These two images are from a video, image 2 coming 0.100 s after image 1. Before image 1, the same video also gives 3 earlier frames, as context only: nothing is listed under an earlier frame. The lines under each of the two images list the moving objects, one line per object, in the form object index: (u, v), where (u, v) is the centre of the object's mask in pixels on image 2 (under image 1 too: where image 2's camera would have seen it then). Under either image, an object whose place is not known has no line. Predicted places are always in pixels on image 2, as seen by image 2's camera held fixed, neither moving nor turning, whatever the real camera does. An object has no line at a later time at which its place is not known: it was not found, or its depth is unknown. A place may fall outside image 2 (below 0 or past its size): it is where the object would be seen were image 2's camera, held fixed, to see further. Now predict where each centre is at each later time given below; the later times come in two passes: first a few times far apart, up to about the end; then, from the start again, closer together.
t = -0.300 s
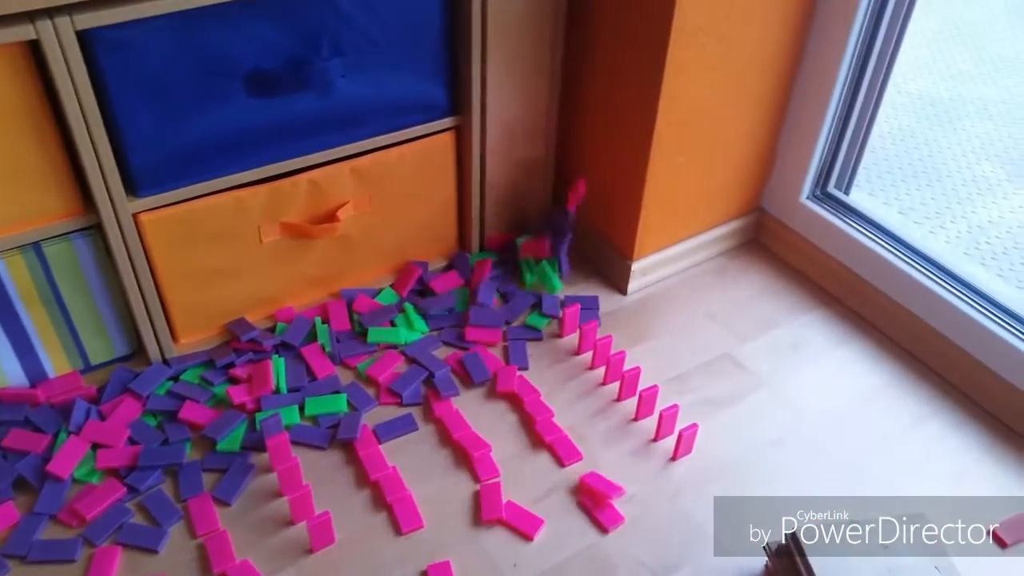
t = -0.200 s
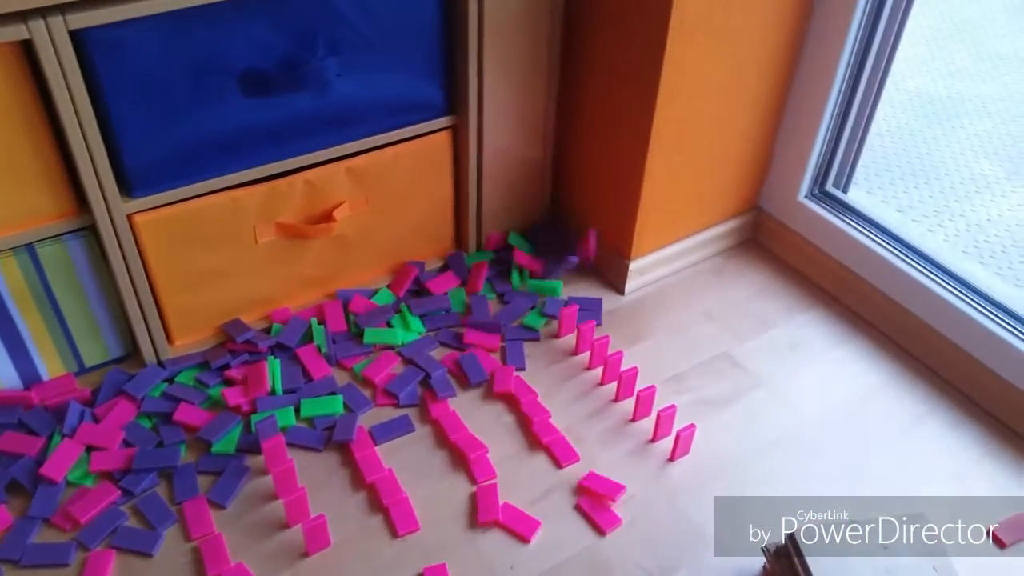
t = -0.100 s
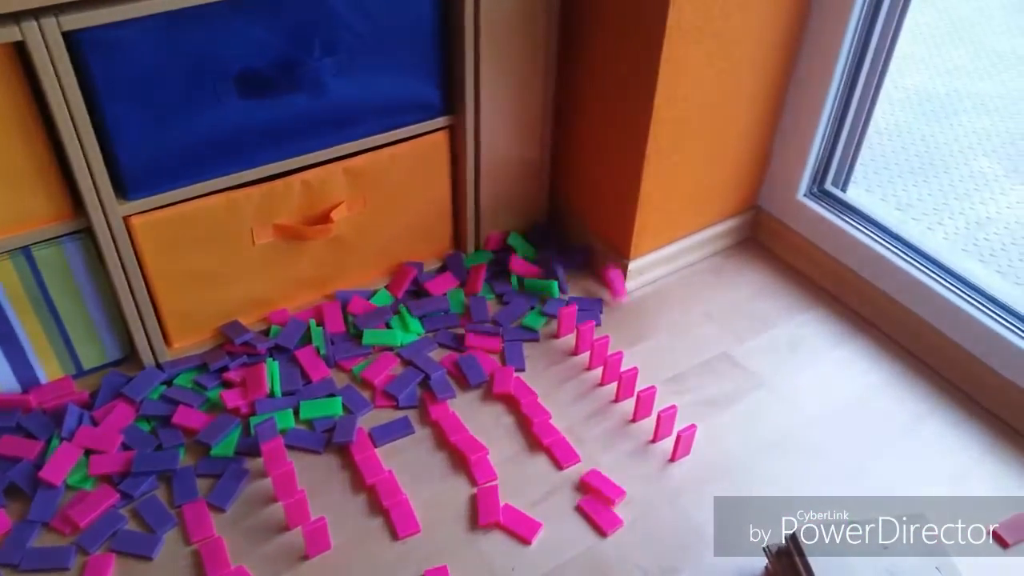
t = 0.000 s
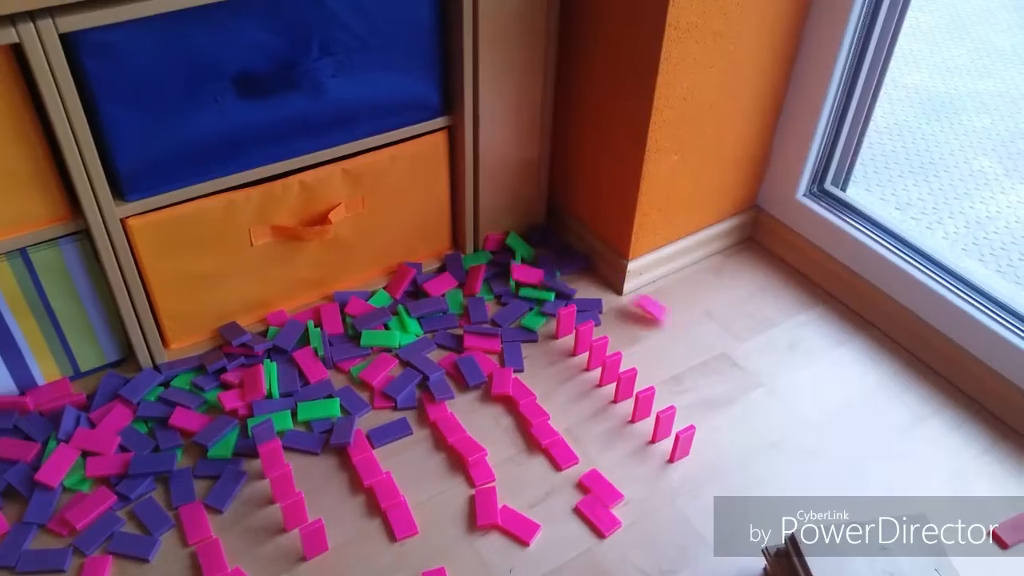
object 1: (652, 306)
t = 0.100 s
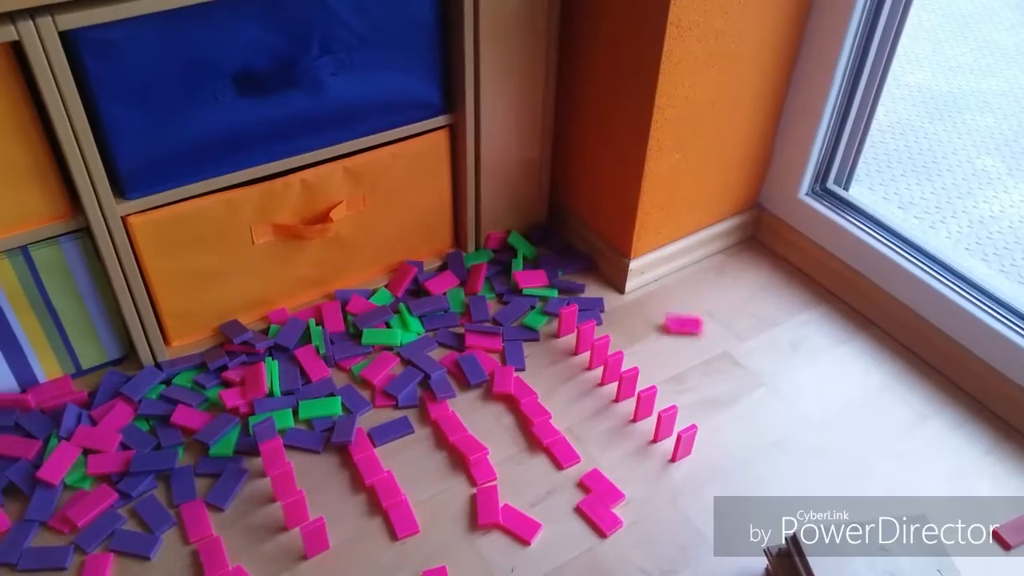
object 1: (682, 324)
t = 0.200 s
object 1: (706, 330)
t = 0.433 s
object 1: (723, 339)
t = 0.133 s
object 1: (690, 327)
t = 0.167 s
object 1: (700, 325)
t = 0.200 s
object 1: (706, 330)
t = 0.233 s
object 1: (711, 332)
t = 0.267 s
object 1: (715, 336)
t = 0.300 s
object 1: (717, 337)
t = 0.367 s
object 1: (721, 336)
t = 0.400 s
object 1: (722, 338)
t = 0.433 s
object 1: (723, 339)
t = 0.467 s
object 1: (723, 338)
